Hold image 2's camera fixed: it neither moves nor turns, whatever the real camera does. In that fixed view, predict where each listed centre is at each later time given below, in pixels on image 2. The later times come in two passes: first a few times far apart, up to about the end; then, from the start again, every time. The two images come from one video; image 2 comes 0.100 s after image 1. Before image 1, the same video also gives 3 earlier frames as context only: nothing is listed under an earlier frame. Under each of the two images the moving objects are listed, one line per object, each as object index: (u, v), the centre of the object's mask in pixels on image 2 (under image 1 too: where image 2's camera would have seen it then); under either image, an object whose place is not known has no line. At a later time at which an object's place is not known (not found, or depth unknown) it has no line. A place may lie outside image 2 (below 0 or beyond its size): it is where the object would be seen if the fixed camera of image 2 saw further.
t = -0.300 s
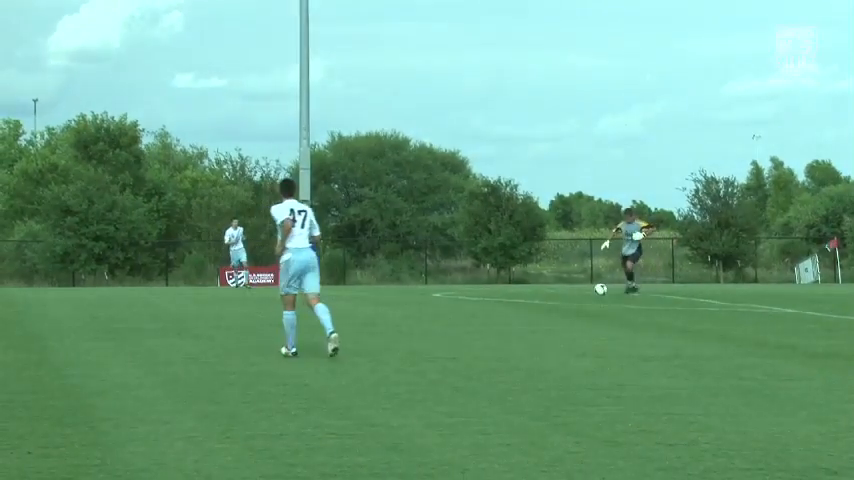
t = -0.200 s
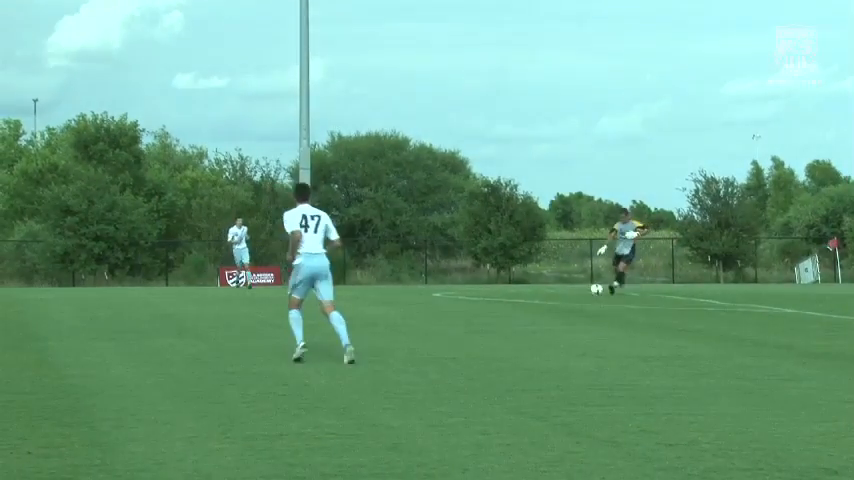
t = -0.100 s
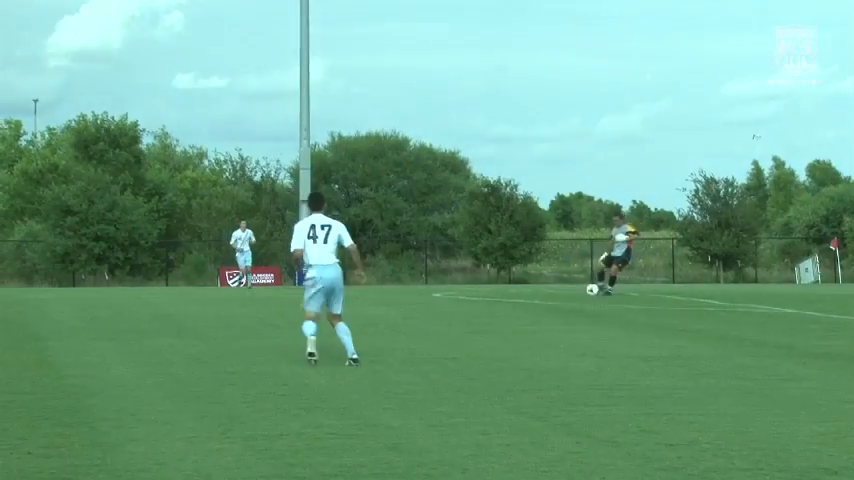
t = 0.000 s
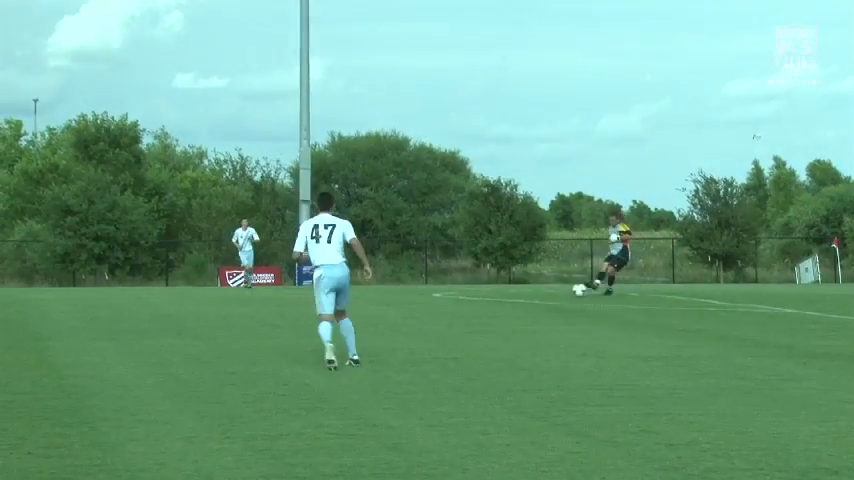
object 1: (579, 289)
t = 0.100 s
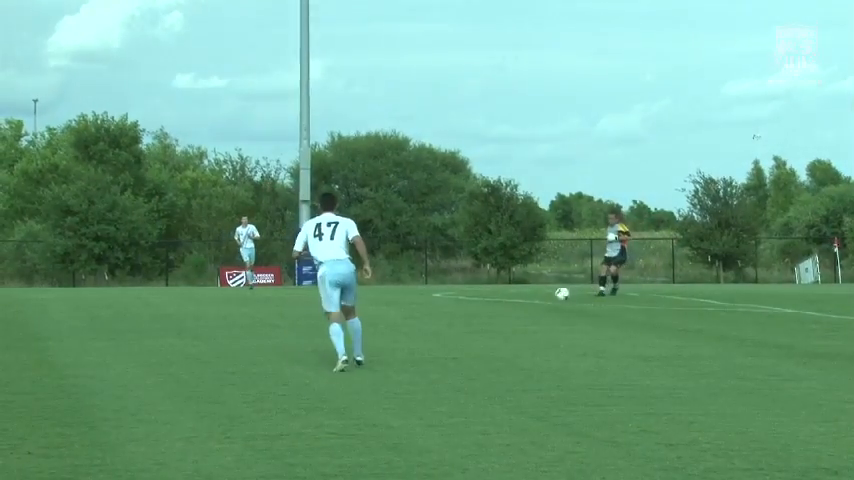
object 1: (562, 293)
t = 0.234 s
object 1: (539, 298)
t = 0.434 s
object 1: (505, 300)
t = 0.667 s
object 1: (461, 316)
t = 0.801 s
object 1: (437, 323)
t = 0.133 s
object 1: (557, 295)
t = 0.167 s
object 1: (551, 296)
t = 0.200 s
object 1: (545, 296)
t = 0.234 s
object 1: (539, 298)
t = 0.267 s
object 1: (534, 300)
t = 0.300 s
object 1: (528, 302)
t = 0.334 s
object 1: (522, 301)
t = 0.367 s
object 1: (516, 300)
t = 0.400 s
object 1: (510, 299)
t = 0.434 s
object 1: (505, 300)
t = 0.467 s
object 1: (498, 302)
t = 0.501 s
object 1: (492, 305)
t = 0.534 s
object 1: (485, 309)
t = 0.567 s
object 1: (478, 314)
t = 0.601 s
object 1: (473, 316)
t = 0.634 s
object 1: (467, 316)
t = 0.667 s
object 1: (461, 316)
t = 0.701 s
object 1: (455, 318)
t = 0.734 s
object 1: (449, 320)
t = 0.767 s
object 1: (442, 323)
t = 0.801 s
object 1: (437, 323)
